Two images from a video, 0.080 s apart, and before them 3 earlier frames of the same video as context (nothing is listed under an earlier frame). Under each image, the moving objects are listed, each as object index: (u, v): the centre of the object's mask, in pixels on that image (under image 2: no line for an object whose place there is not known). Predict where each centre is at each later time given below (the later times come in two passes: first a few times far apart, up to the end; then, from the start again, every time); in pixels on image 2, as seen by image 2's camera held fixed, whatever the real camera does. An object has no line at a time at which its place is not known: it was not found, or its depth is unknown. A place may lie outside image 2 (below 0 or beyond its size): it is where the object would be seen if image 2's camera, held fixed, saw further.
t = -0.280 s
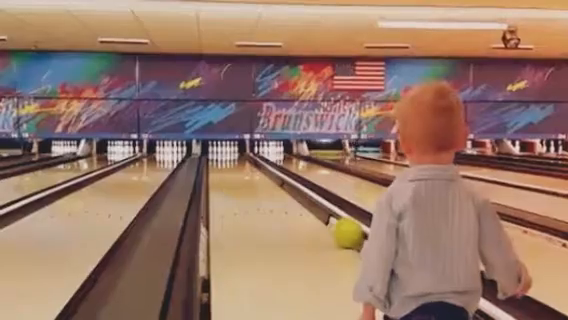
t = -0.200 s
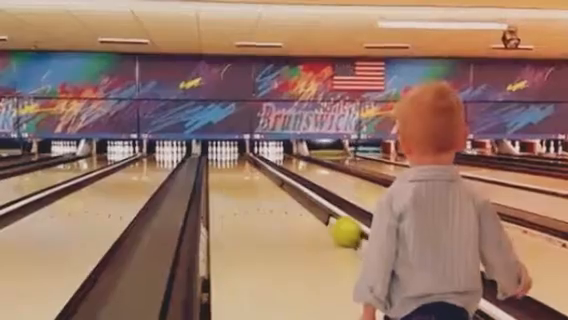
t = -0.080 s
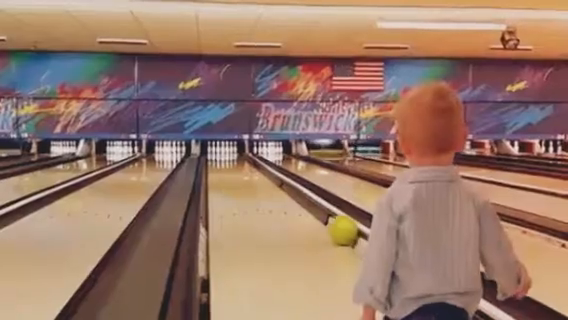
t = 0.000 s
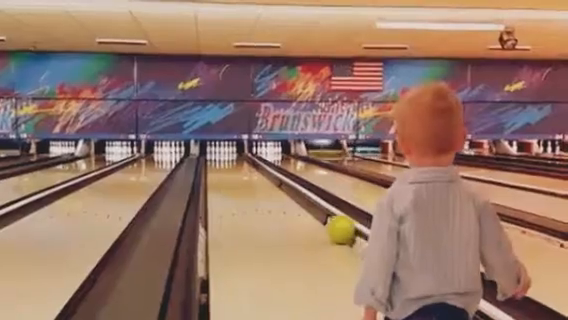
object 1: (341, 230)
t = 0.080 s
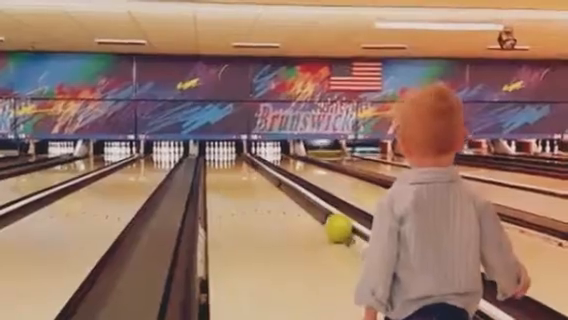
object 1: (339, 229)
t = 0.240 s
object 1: (336, 227)
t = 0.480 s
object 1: (333, 223)
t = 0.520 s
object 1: (333, 224)
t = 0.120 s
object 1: (338, 228)
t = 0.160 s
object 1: (338, 228)
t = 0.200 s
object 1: (337, 228)
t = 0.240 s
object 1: (336, 227)
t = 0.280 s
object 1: (335, 227)
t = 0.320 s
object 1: (335, 226)
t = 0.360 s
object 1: (334, 225)
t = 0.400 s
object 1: (334, 224)
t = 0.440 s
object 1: (333, 223)
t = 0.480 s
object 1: (333, 223)
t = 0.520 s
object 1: (333, 224)
